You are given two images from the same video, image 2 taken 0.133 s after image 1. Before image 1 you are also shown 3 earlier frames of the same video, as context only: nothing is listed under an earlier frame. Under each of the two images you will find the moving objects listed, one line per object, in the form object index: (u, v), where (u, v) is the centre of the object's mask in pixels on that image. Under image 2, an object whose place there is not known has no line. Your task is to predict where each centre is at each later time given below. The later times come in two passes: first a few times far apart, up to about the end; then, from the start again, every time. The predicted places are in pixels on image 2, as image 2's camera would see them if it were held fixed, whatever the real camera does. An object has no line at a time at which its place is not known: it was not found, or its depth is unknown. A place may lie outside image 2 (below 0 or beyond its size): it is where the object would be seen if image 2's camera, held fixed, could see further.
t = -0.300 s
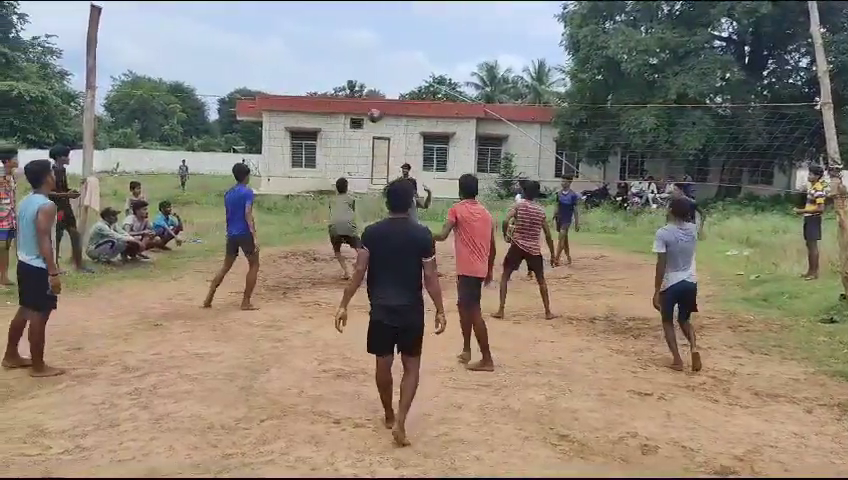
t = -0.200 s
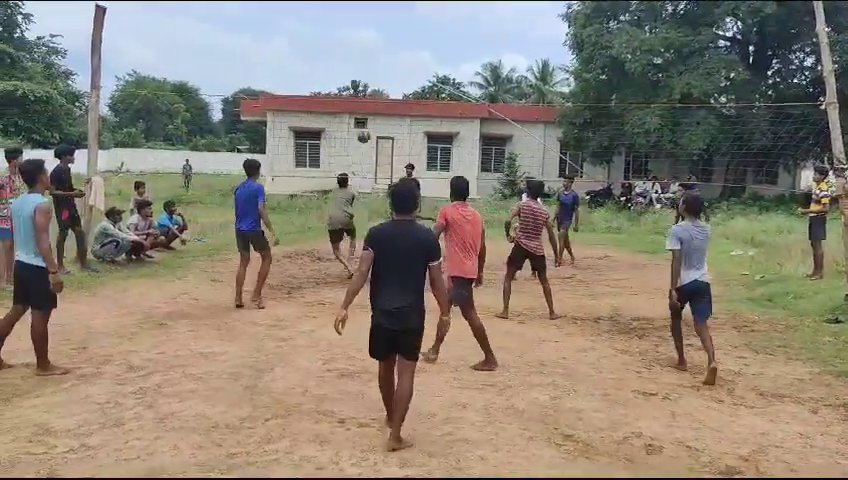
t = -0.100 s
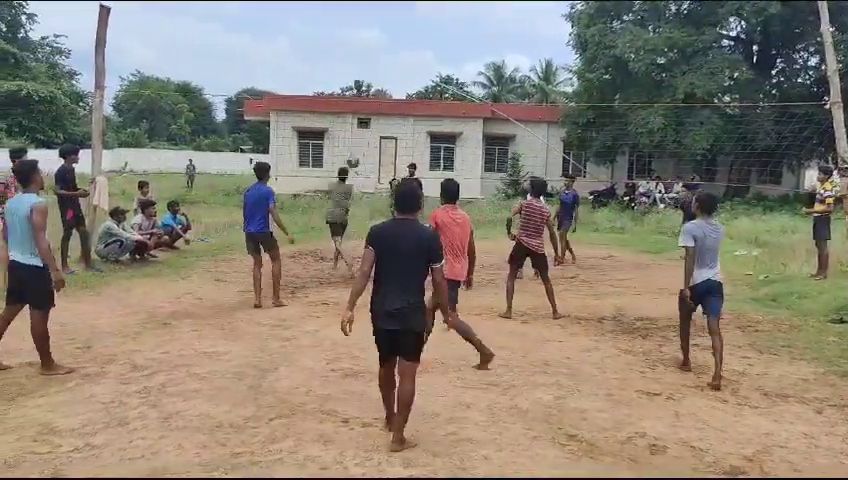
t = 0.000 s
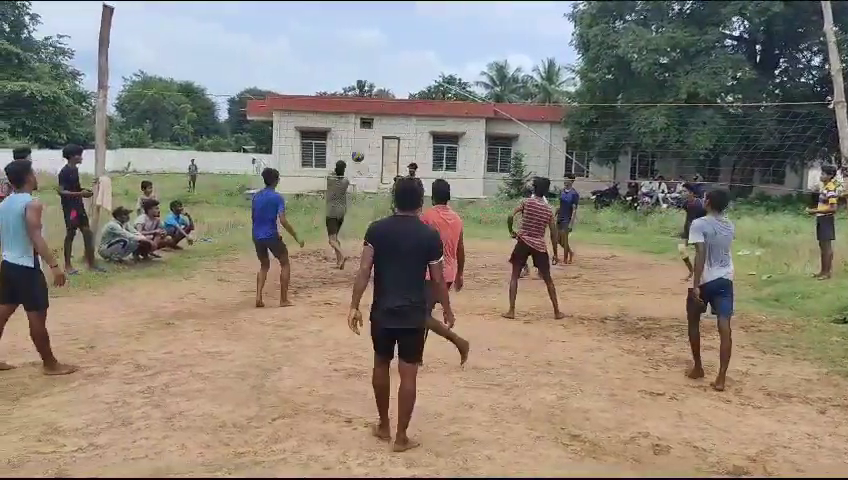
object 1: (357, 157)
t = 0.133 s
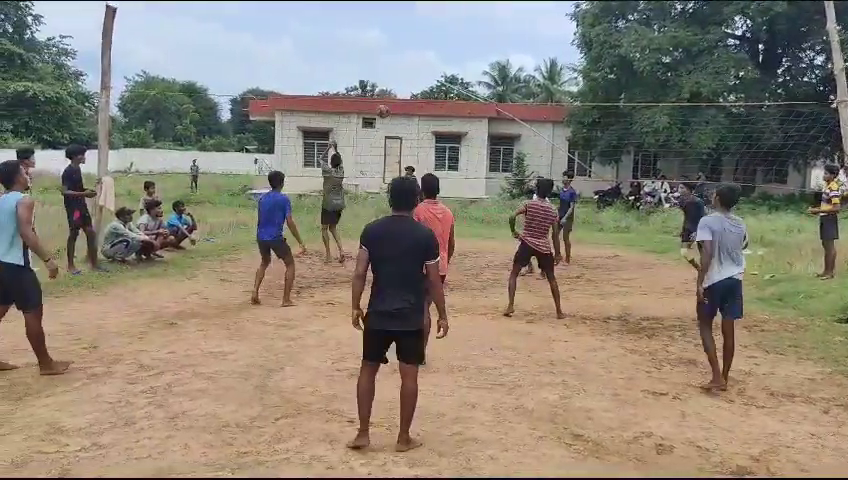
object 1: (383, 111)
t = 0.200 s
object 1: (395, 93)
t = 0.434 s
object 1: (435, 49)
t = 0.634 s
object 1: (470, 37)
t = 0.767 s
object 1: (494, 43)
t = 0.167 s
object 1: (388, 104)
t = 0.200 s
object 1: (395, 93)
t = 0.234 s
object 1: (400, 85)
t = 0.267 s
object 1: (406, 77)
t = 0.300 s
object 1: (411, 70)
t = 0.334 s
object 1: (417, 64)
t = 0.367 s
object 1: (423, 58)
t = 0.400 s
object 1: (429, 53)
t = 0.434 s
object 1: (435, 49)
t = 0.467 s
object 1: (441, 45)
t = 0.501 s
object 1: (447, 43)
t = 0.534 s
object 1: (452, 40)
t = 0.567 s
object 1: (459, 38)
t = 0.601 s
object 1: (464, 37)
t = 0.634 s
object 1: (470, 37)
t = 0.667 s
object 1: (476, 38)
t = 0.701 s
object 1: (482, 39)
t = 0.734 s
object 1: (488, 40)
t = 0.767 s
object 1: (494, 43)
